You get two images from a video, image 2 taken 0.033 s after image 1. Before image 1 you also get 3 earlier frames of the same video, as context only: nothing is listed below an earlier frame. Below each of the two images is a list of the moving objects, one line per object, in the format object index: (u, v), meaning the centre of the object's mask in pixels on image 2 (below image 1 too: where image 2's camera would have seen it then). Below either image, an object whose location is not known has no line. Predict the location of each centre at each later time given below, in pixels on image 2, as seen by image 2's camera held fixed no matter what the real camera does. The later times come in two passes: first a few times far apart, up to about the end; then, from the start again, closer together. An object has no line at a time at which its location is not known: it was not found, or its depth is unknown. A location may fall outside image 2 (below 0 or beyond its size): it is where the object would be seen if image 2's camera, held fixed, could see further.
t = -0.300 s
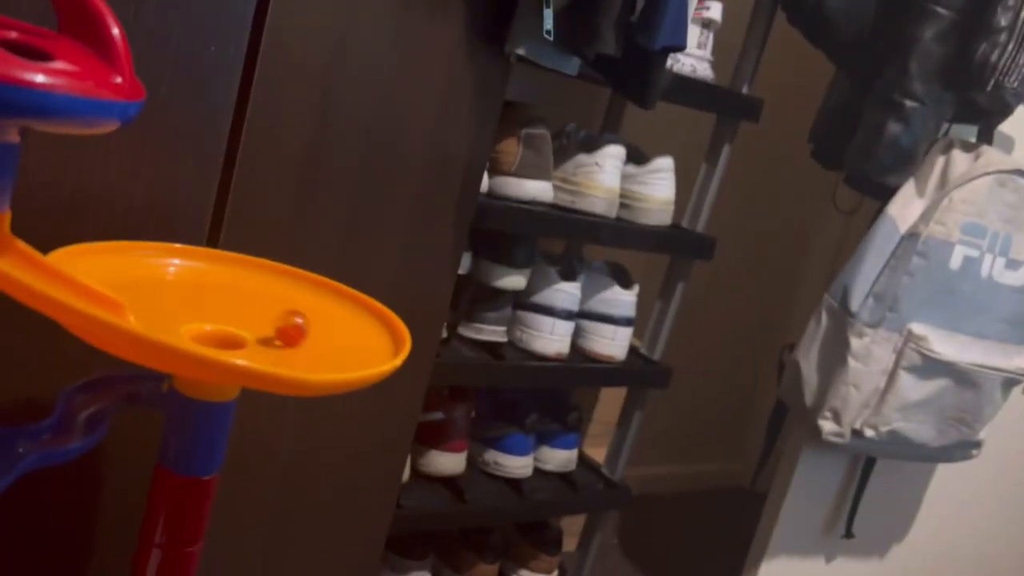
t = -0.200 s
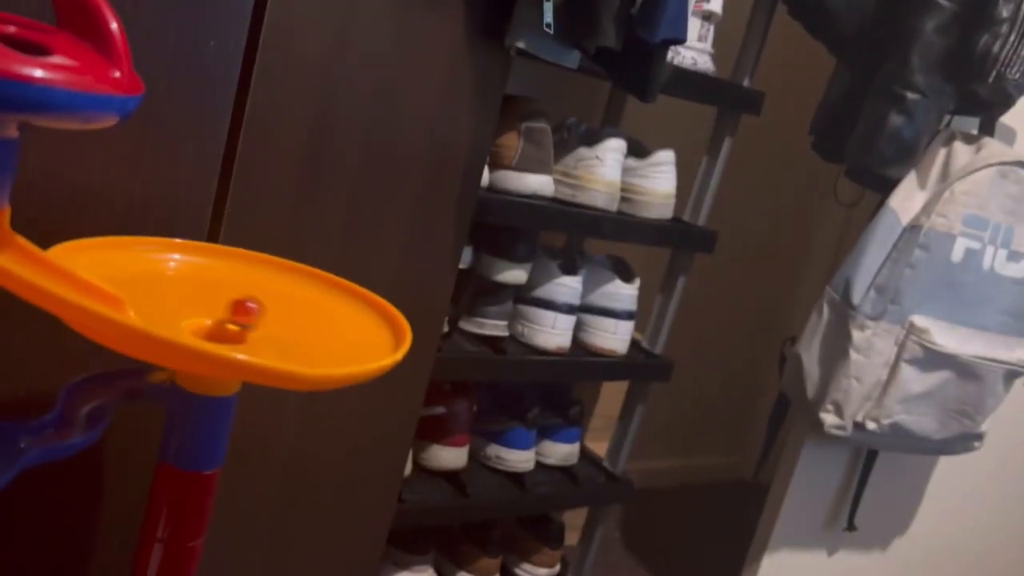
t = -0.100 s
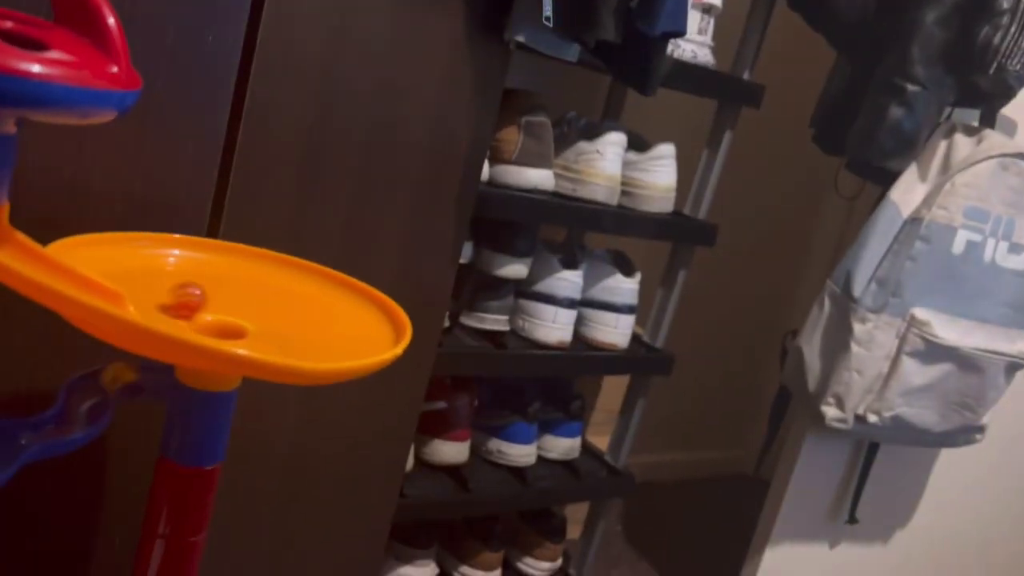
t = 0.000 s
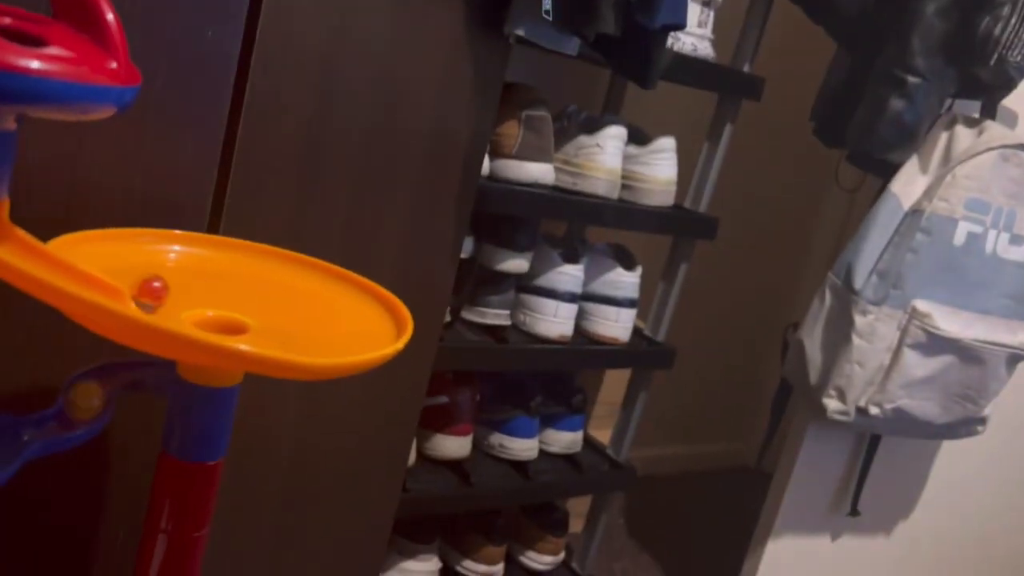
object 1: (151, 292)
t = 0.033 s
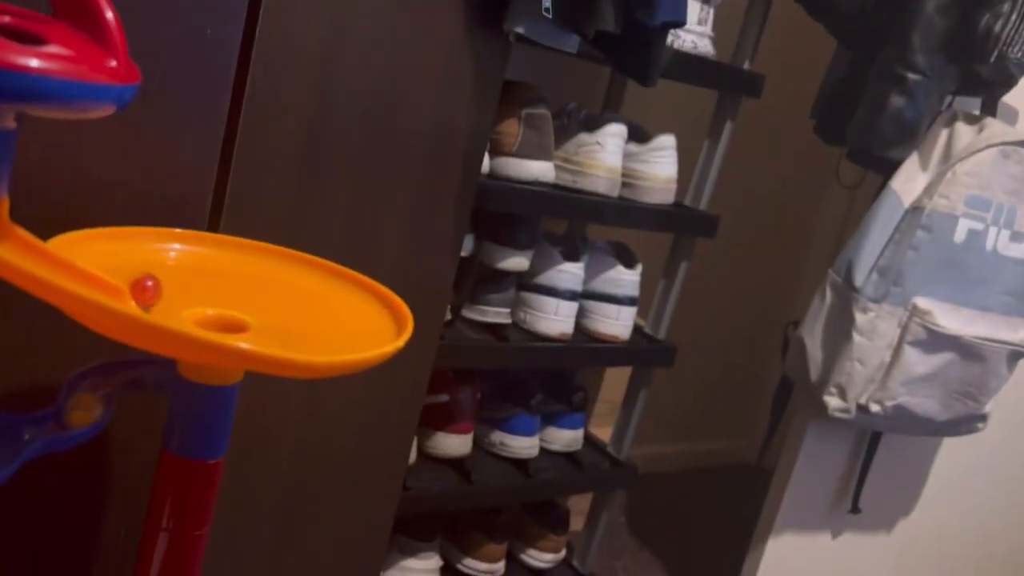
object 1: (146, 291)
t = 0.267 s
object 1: (187, 310)
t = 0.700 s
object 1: (272, 296)
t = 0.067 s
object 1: (144, 291)
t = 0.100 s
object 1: (144, 293)
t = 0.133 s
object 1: (146, 295)
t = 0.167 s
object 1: (151, 298)
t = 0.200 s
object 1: (160, 302)
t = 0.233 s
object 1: (172, 306)
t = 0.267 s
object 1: (187, 310)
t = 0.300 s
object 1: (203, 314)
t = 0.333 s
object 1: (221, 319)
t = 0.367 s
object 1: (236, 320)
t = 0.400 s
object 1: (253, 321)
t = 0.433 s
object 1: (267, 319)
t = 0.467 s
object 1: (277, 317)
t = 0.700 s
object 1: (272, 296)
